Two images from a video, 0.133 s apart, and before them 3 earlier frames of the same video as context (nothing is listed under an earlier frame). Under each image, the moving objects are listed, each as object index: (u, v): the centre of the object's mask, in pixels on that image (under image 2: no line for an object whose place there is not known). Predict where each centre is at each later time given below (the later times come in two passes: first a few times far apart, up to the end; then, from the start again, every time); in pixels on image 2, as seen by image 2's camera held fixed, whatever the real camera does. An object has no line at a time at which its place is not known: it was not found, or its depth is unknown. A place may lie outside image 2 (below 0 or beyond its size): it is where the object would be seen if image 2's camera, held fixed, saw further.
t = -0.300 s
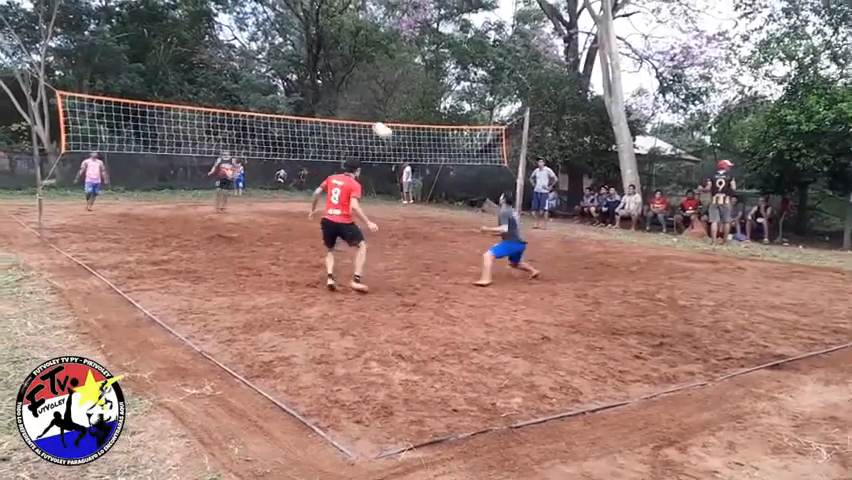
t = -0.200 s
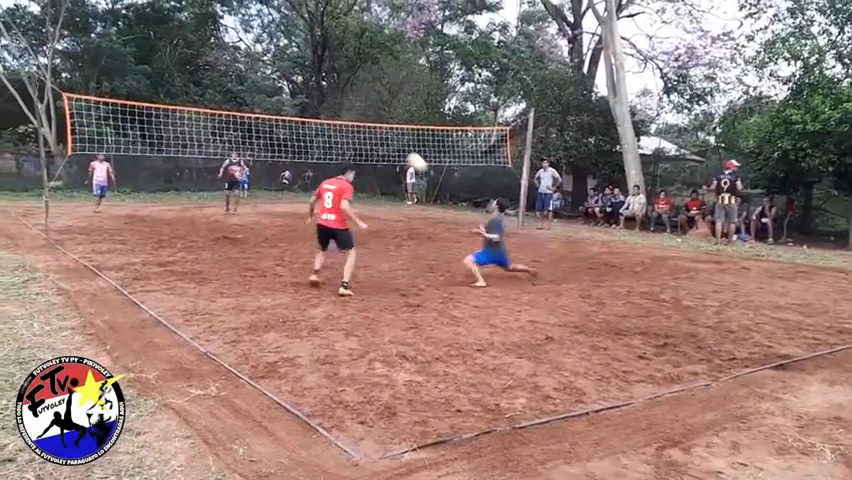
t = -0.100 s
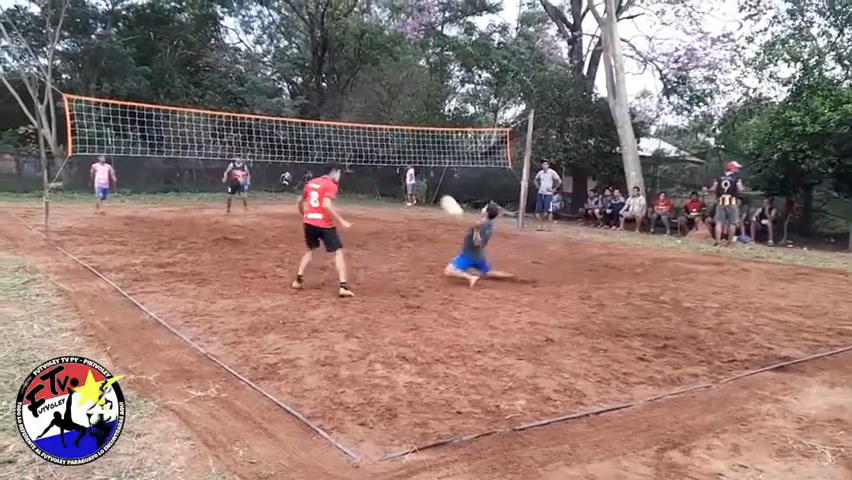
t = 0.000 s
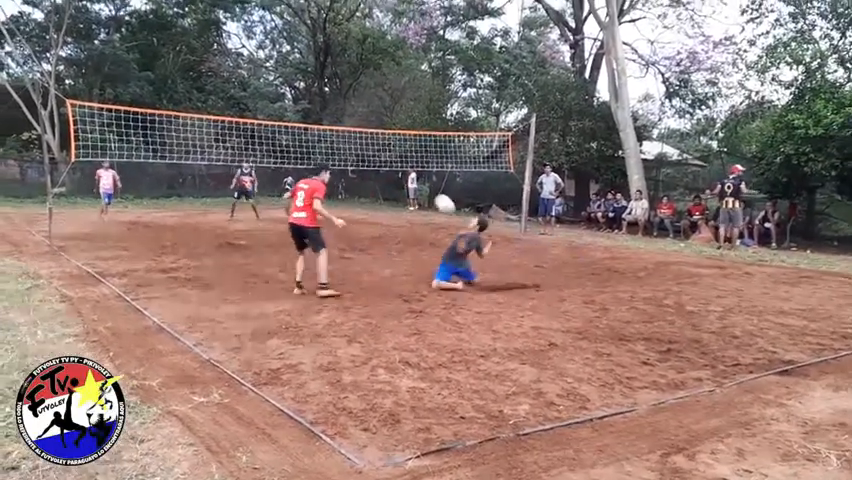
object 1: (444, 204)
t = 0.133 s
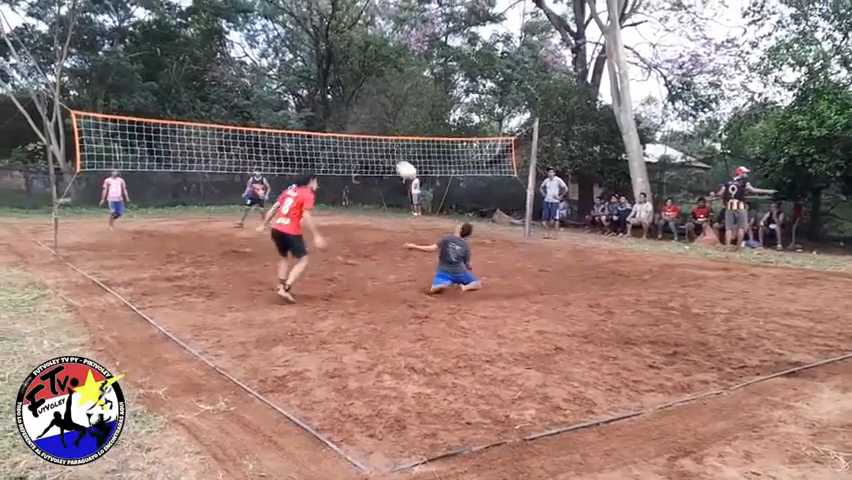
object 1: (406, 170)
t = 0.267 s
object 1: (364, 142)
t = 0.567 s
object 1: (272, 124)
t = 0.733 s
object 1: (223, 142)
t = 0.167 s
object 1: (395, 162)
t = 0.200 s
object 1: (385, 155)
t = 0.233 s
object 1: (374, 149)
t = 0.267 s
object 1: (364, 142)
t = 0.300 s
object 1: (353, 137)
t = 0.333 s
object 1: (343, 133)
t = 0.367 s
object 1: (333, 129)
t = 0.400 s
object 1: (322, 127)
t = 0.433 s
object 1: (312, 125)
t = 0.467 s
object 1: (302, 124)
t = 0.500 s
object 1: (292, 123)
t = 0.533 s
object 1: (282, 123)
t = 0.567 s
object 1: (272, 124)
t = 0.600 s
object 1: (262, 127)
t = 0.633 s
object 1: (252, 129)
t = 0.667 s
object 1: (242, 133)
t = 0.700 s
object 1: (232, 137)
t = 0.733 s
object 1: (223, 142)
